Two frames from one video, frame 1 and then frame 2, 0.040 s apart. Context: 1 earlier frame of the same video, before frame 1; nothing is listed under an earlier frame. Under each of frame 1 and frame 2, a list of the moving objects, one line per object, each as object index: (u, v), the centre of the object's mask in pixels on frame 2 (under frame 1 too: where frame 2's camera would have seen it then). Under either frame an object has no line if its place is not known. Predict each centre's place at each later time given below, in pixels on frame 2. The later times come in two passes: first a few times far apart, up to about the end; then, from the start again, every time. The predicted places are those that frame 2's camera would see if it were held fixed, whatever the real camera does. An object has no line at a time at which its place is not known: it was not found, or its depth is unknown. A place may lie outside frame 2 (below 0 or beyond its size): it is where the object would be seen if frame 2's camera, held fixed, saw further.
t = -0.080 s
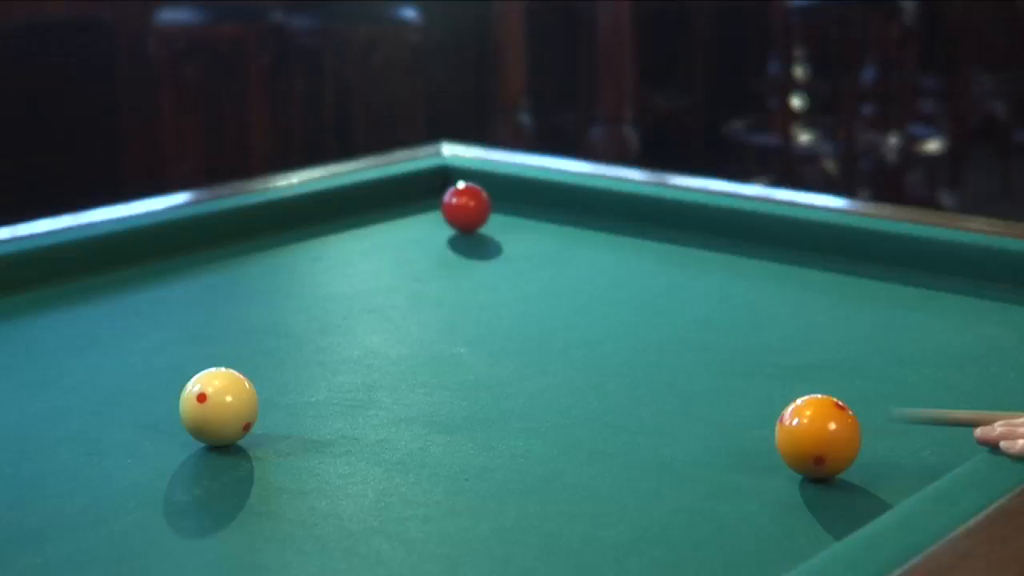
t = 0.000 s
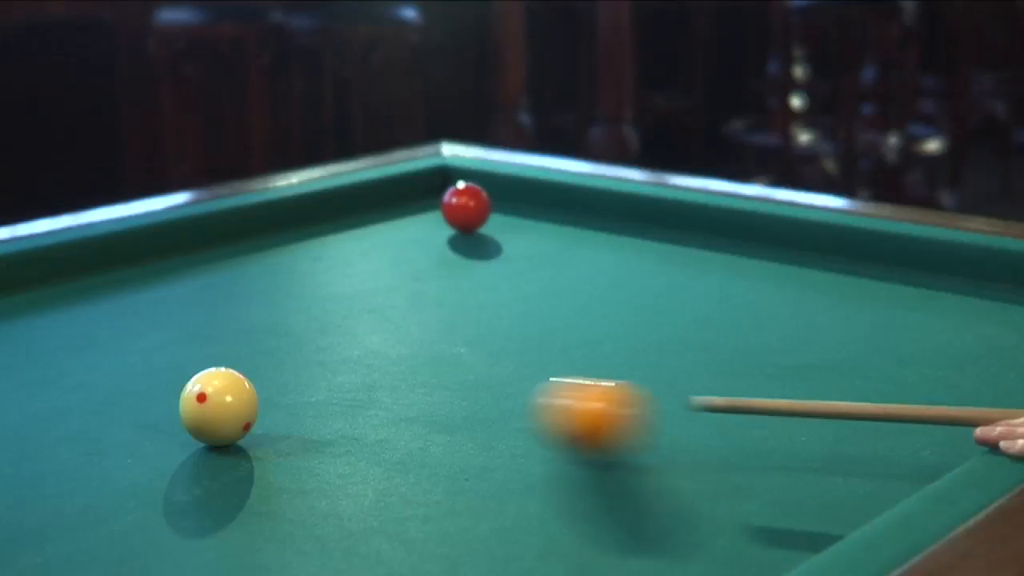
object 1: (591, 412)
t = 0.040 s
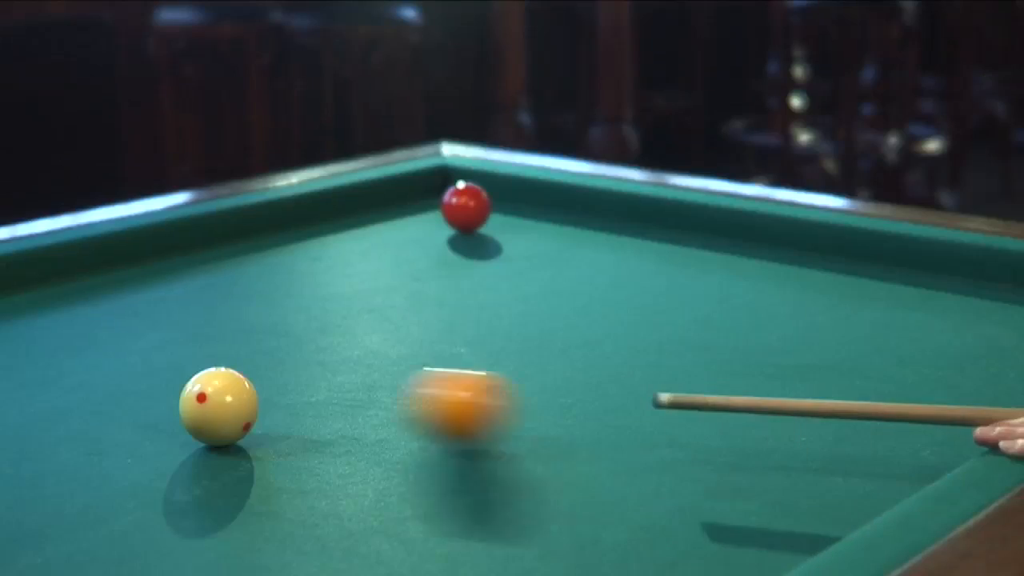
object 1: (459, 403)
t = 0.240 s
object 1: (198, 325)
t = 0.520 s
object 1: (125, 268)
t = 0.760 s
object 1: (355, 285)
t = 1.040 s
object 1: (635, 304)
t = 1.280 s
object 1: (896, 322)
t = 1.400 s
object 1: (1010, 330)
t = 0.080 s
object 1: (329, 393)
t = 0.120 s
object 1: (277, 378)
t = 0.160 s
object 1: (252, 359)
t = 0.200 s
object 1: (226, 341)
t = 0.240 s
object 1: (198, 325)
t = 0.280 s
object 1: (167, 309)
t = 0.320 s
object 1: (135, 296)
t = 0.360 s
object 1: (104, 284)
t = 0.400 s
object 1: (75, 273)
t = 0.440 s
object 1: (49, 263)
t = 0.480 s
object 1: (82, 265)
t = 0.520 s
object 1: (125, 268)
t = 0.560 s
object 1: (166, 271)
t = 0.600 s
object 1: (206, 275)
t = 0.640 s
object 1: (244, 278)
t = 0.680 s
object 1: (281, 280)
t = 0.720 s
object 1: (317, 283)
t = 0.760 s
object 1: (355, 285)
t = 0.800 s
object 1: (394, 288)
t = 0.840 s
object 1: (433, 291)
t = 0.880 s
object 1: (472, 293)
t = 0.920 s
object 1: (513, 296)
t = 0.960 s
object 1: (553, 299)
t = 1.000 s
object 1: (594, 302)
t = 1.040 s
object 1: (635, 304)
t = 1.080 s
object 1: (677, 307)
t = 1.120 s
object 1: (720, 310)
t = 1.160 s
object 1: (763, 313)
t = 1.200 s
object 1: (807, 316)
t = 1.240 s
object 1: (851, 319)
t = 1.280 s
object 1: (896, 322)
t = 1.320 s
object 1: (941, 325)
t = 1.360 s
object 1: (986, 328)
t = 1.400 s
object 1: (1010, 330)
